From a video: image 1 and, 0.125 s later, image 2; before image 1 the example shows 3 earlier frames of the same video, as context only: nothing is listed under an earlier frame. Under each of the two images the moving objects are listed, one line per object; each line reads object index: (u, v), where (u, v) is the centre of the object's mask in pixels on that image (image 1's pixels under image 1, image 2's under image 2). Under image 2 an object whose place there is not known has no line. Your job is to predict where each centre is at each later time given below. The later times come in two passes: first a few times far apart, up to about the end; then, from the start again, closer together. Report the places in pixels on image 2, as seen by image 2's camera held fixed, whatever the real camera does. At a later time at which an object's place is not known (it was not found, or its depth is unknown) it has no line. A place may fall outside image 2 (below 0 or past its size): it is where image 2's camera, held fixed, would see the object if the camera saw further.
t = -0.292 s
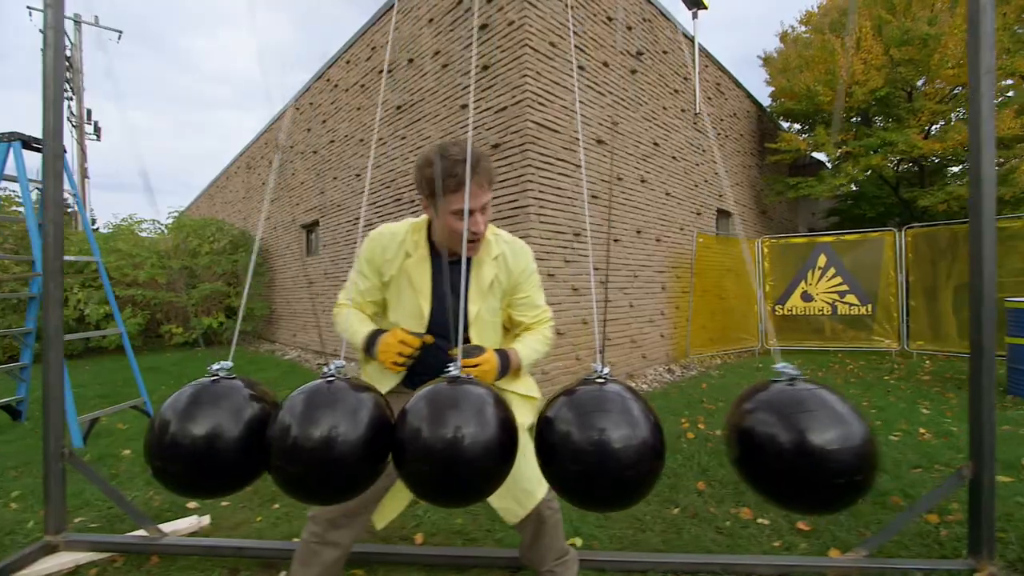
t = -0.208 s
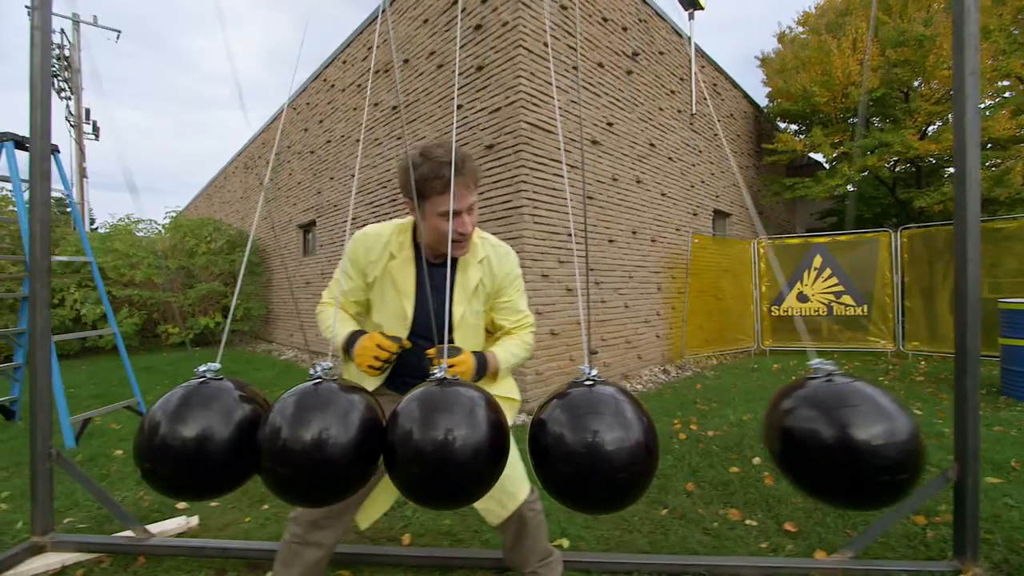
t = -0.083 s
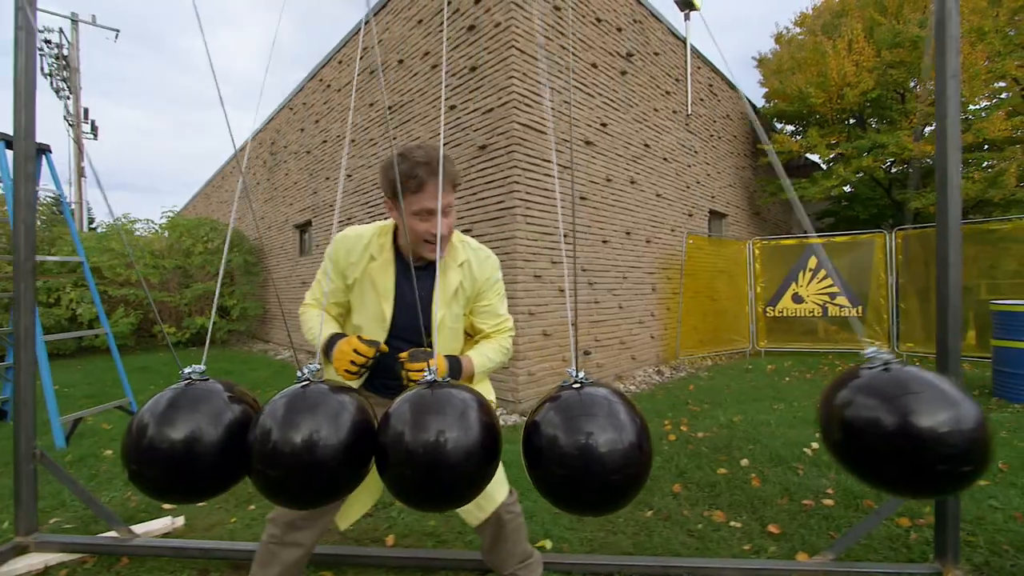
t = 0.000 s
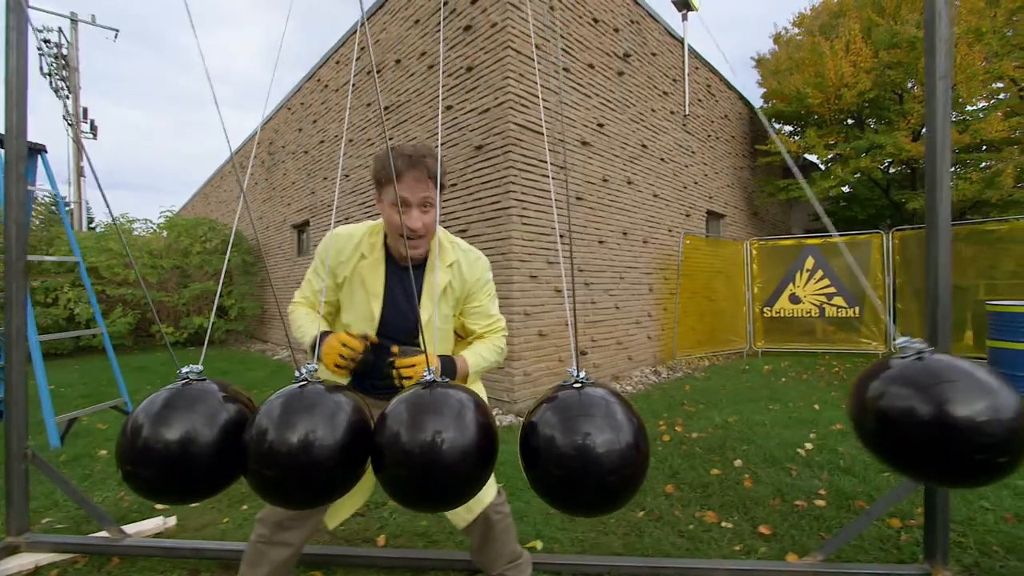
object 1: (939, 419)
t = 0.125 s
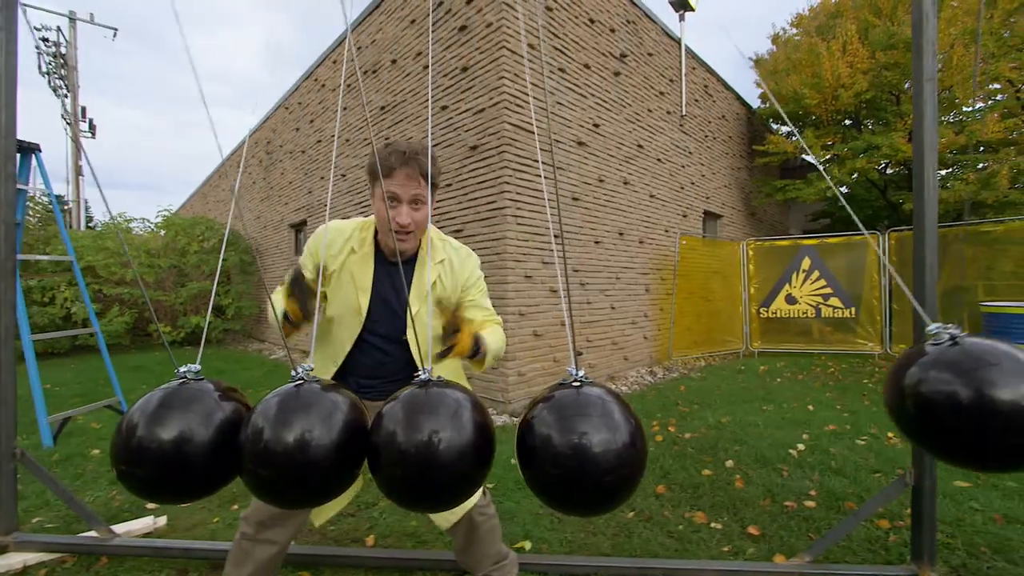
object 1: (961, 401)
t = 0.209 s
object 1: (979, 391)
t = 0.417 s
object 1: (986, 384)
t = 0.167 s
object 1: (971, 396)
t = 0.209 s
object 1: (979, 391)
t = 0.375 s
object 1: (988, 383)
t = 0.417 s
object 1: (986, 384)
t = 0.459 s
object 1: (981, 386)
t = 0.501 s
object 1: (974, 389)
